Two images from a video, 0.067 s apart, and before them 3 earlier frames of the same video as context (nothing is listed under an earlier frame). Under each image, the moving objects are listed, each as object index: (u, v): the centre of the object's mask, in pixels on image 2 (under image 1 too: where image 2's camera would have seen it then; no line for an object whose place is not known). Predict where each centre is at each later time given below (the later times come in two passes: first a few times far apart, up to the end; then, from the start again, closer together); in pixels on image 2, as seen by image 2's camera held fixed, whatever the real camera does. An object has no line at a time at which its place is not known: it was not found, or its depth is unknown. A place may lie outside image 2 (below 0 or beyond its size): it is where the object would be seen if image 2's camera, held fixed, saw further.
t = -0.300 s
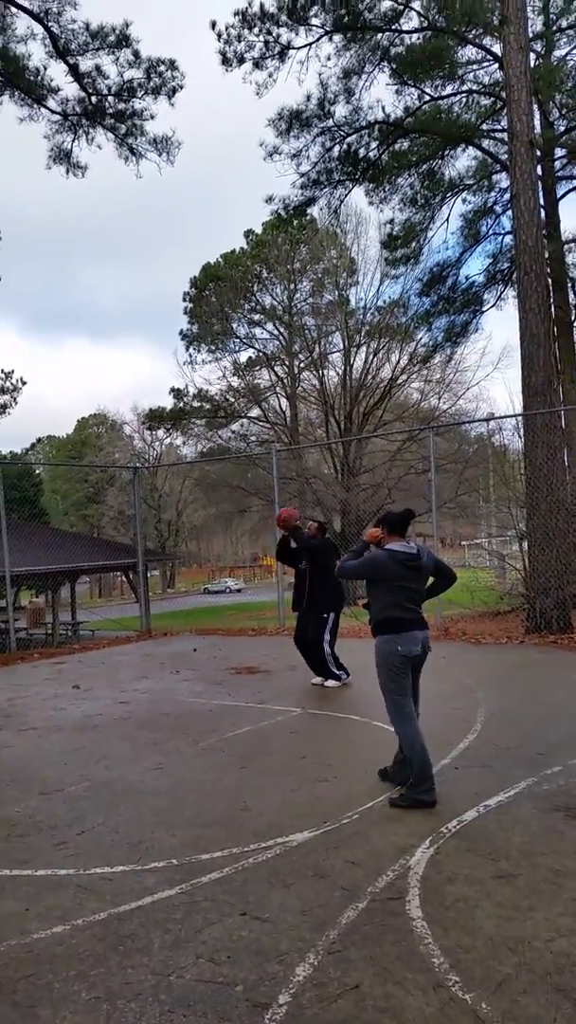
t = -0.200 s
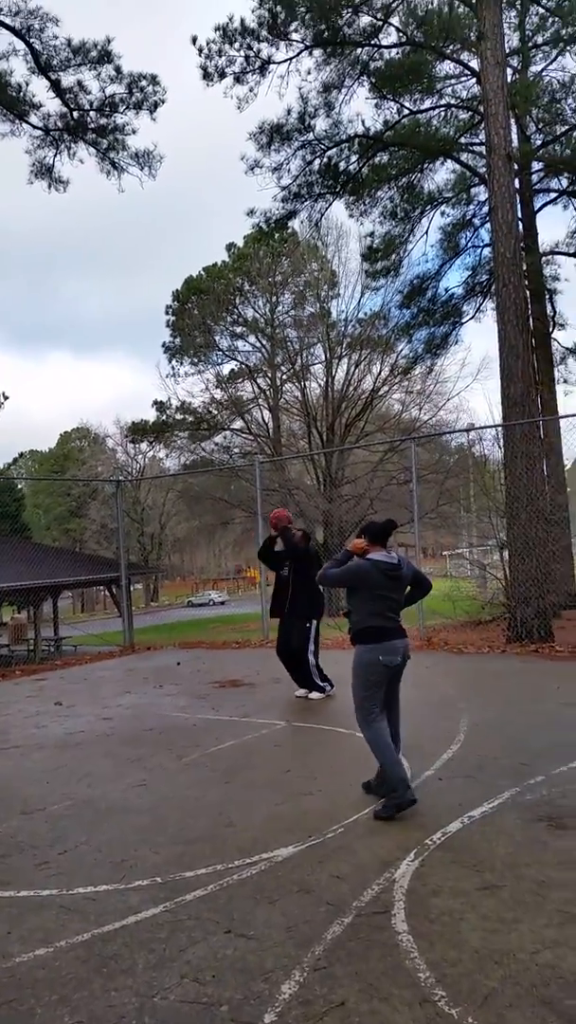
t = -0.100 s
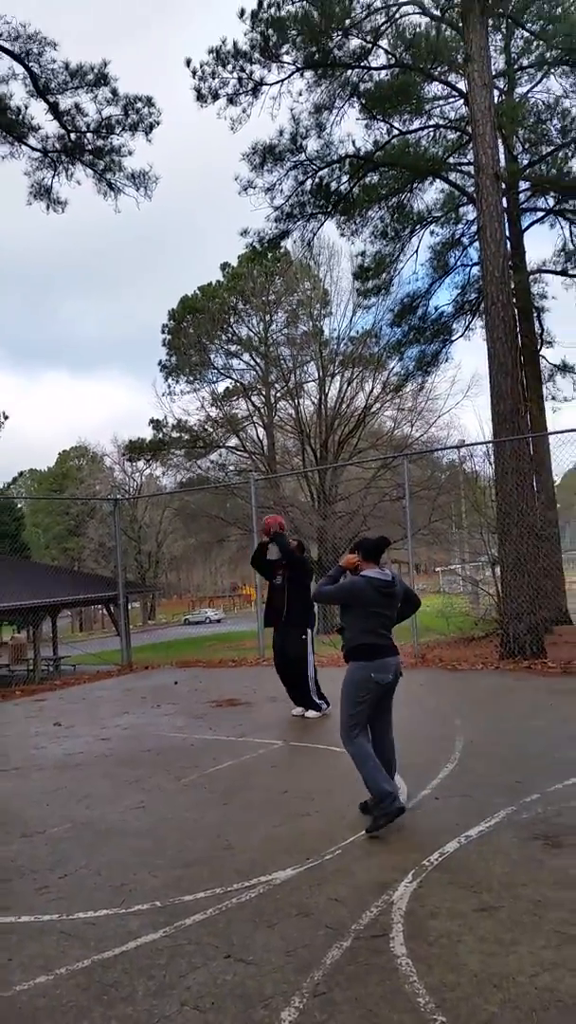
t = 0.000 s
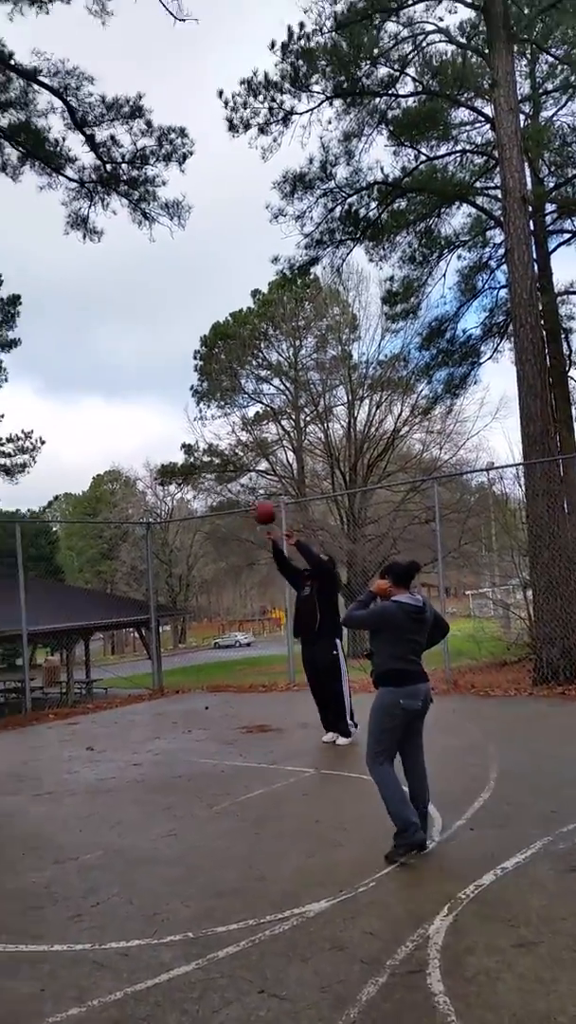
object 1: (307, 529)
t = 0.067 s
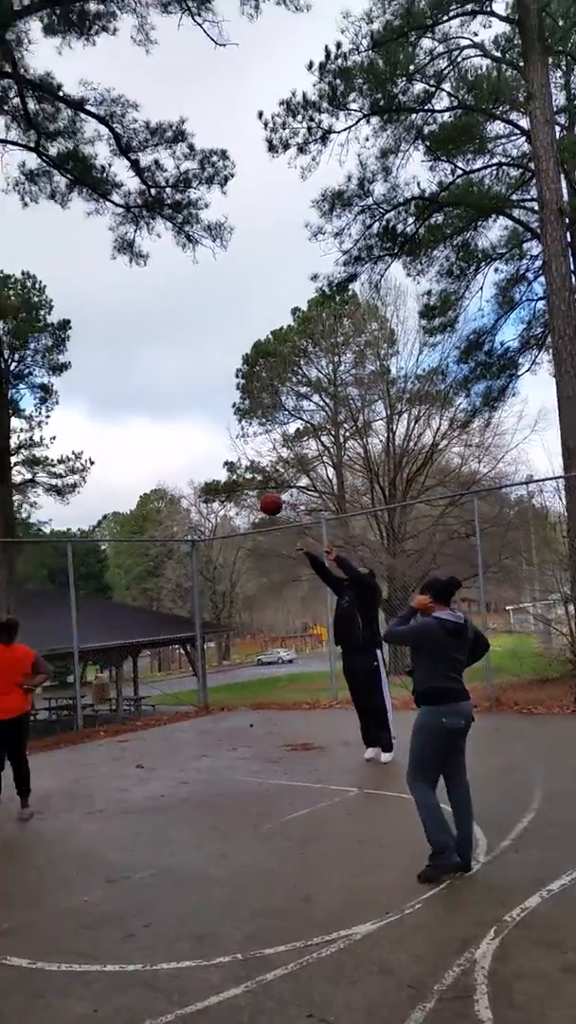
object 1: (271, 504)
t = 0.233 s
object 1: (187, 461)
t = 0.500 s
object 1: (56, 446)
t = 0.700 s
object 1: (-38, 479)
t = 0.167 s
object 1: (221, 475)
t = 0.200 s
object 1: (204, 467)
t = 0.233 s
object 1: (187, 461)
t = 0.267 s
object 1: (170, 455)
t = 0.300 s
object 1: (153, 451)
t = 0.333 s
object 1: (137, 448)
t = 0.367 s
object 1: (120, 445)
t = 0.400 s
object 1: (104, 444)
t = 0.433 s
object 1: (88, 444)
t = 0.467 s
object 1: (72, 445)
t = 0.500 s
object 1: (56, 446)
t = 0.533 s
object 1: (39, 450)
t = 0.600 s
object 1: (8, 459)
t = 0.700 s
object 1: (-38, 479)
